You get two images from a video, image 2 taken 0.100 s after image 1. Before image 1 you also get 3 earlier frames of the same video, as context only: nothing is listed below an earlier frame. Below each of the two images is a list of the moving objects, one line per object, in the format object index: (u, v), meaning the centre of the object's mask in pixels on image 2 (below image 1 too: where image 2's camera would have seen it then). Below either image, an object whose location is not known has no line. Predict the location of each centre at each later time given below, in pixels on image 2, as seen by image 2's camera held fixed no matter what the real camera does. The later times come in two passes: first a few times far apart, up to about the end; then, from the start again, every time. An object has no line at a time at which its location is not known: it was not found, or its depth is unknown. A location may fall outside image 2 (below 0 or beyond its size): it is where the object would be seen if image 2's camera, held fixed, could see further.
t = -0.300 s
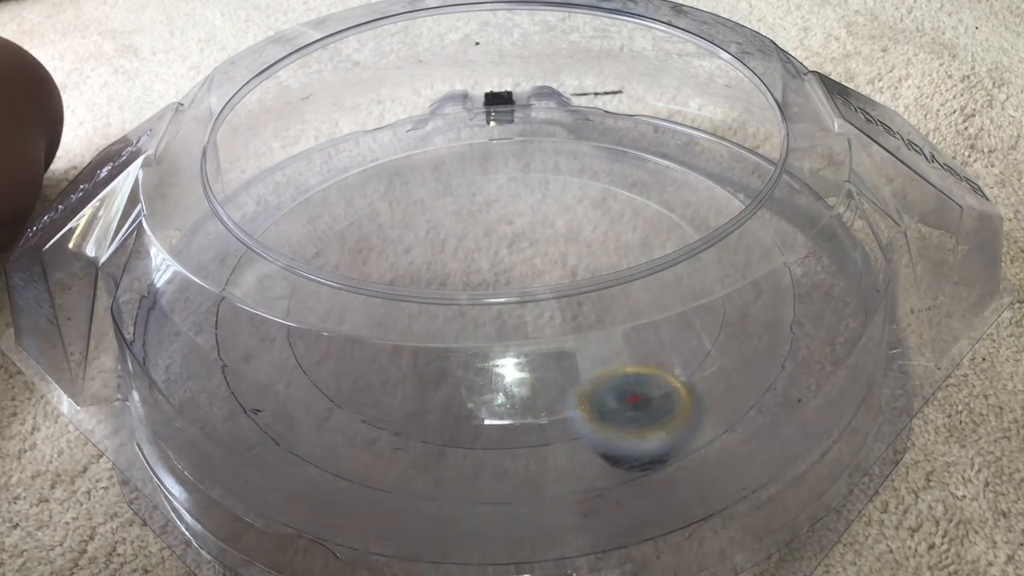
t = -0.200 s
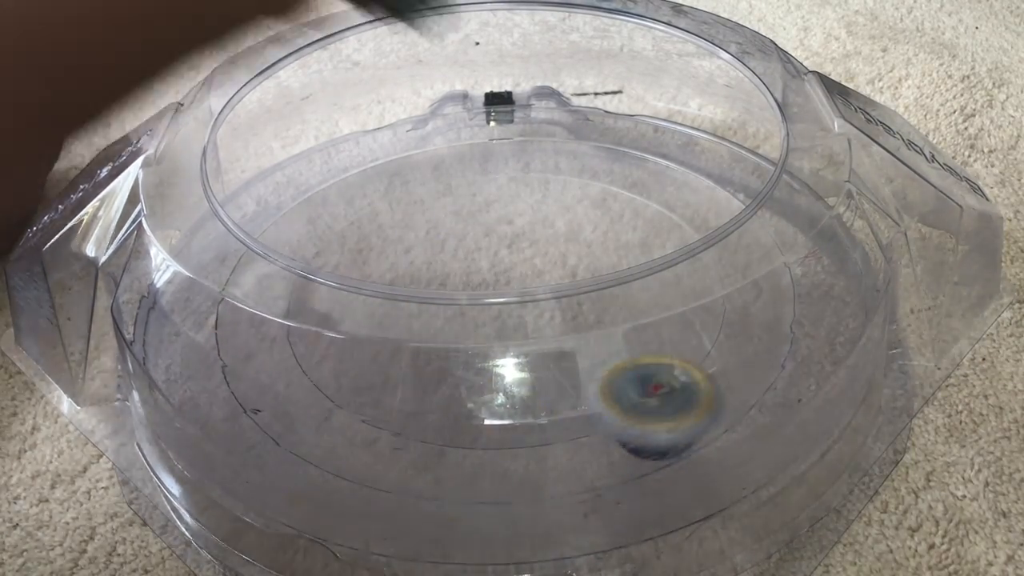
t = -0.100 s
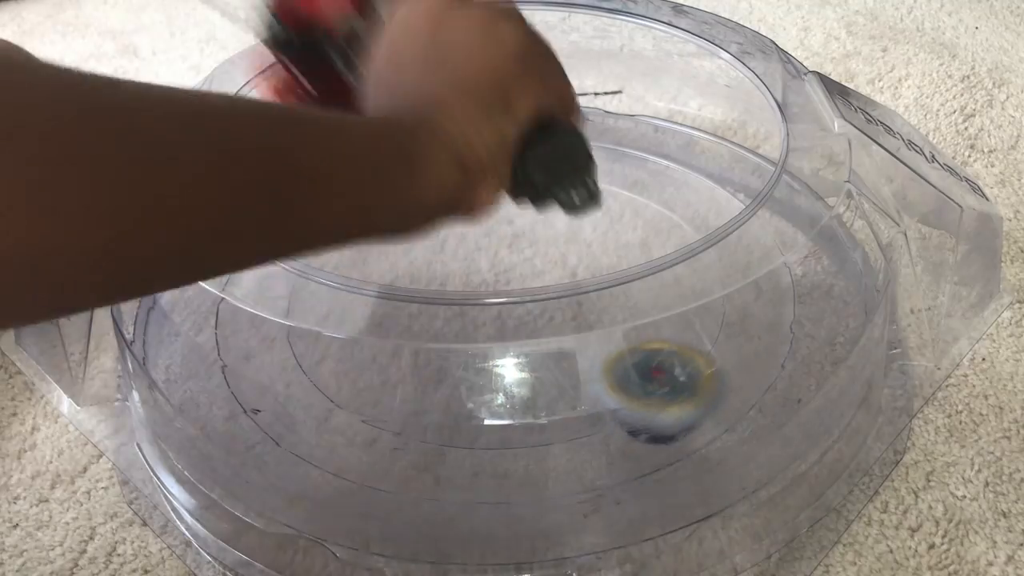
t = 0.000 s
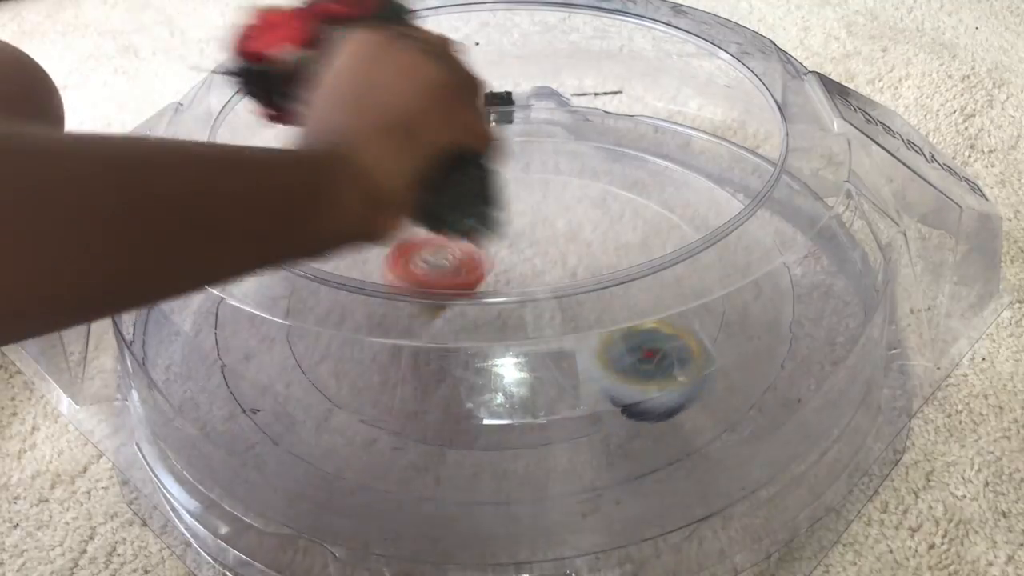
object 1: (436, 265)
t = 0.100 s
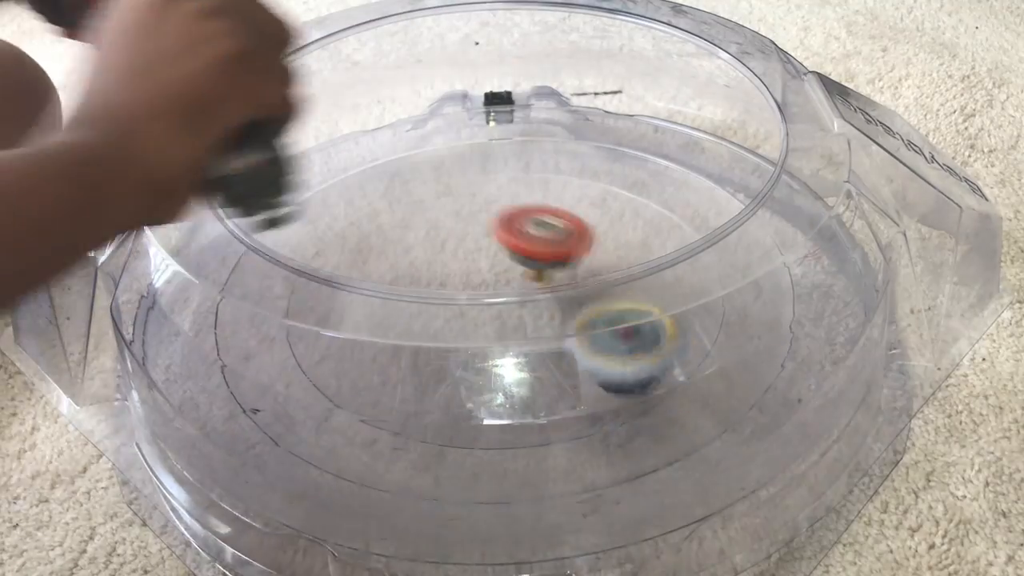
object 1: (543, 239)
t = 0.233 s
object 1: (632, 216)
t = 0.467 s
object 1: (600, 227)
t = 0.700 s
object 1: (457, 265)
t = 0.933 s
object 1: (631, 260)
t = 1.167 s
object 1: (594, 241)
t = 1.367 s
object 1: (487, 246)
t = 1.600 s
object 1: (561, 283)
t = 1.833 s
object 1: (633, 239)
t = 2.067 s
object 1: (617, 231)
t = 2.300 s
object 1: (541, 258)
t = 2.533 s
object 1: (554, 332)
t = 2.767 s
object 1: (598, 327)
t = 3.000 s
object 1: (550, 297)
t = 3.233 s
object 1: (418, 319)
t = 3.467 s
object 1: (417, 338)
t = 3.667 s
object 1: (446, 340)
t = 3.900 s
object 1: (474, 289)
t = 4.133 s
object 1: (339, 246)
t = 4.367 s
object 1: (322, 240)
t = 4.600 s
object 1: (404, 252)
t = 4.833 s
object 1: (530, 252)
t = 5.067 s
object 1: (573, 251)
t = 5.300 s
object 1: (558, 281)
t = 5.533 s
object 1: (549, 331)
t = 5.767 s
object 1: (556, 333)
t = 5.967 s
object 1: (513, 329)
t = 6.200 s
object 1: (461, 324)
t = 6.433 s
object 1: (447, 275)
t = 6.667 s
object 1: (480, 254)
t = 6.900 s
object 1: (508, 252)
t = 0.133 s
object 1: (573, 236)
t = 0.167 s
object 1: (598, 229)
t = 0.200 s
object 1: (617, 220)
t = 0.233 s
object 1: (632, 216)
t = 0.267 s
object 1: (642, 213)
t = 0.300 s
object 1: (646, 211)
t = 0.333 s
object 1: (646, 211)
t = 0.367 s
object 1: (640, 212)
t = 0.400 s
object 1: (631, 217)
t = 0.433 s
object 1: (616, 222)
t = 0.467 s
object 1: (600, 227)
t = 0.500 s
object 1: (578, 235)
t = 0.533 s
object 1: (554, 244)
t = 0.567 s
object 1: (528, 251)
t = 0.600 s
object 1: (501, 257)
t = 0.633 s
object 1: (474, 261)
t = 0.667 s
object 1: (452, 263)
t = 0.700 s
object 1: (457, 265)
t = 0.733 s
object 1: (488, 269)
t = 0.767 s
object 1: (521, 277)
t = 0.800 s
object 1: (551, 276)
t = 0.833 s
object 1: (578, 271)
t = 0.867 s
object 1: (600, 267)
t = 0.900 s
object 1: (619, 265)
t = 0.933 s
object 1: (631, 260)
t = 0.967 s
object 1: (640, 256)
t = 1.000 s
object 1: (642, 250)
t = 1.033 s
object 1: (640, 247)
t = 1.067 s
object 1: (631, 238)
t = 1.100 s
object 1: (623, 239)
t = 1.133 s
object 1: (609, 240)
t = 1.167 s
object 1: (594, 241)
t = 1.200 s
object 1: (576, 242)
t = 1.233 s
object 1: (556, 242)
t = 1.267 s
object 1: (536, 241)
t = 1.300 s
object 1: (517, 242)
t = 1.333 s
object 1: (500, 243)
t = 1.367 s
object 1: (487, 246)
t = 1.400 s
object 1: (476, 253)
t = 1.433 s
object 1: (469, 258)
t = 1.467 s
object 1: (468, 264)
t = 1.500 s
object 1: (482, 268)
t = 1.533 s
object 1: (509, 277)
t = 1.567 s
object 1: (535, 281)
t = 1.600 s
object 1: (561, 283)
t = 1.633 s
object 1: (583, 281)
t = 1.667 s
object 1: (603, 276)
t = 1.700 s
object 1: (617, 270)
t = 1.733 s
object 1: (629, 263)
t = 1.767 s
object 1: (635, 255)
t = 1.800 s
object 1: (634, 242)
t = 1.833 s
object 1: (633, 239)
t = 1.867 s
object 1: (629, 237)
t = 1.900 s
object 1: (622, 236)
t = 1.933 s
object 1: (613, 236)
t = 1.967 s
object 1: (613, 229)
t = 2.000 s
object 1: (617, 230)
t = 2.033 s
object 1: (619, 231)
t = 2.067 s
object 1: (617, 231)
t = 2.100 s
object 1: (613, 233)
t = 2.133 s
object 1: (605, 236)
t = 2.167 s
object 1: (596, 239)
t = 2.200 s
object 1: (584, 244)
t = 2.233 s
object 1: (570, 249)
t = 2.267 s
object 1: (555, 254)
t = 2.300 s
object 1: (541, 258)
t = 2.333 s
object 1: (527, 264)
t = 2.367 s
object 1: (515, 269)
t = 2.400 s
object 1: (517, 291)
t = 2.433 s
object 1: (524, 308)
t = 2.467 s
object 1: (534, 323)
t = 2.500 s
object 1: (543, 328)
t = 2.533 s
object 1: (554, 332)
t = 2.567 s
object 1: (563, 336)
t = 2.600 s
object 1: (572, 337)
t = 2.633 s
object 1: (580, 336)
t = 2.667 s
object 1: (587, 335)
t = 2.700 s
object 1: (593, 332)
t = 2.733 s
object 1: (596, 330)
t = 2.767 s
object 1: (598, 327)
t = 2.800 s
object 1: (598, 324)
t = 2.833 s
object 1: (596, 321)
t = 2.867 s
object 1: (592, 318)
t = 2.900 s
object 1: (586, 316)
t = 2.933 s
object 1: (576, 305)
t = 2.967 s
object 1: (563, 299)
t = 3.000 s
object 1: (550, 297)
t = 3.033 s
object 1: (531, 288)
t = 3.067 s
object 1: (512, 285)
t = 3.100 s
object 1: (490, 290)
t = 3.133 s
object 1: (466, 294)
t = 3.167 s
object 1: (449, 304)
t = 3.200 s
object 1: (434, 308)
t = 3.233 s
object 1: (418, 319)
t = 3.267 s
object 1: (412, 320)
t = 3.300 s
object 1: (410, 322)
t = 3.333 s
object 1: (409, 325)
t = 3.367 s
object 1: (410, 329)
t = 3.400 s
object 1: (411, 332)
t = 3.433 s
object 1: (413, 335)
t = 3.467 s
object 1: (417, 338)
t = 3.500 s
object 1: (421, 340)
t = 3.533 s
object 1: (425, 342)
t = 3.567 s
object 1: (429, 342)
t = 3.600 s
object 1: (434, 341)
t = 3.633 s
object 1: (440, 340)
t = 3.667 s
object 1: (446, 340)
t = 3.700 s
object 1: (452, 337)
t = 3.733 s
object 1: (459, 333)
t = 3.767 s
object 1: (466, 327)
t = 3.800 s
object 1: (473, 322)
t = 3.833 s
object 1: (478, 311)
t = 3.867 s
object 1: (483, 304)
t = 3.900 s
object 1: (474, 289)
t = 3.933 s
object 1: (437, 273)
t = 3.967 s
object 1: (414, 267)
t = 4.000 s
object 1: (394, 261)
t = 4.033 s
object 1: (377, 256)
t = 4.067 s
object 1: (362, 252)
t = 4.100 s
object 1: (350, 249)
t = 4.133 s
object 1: (339, 246)
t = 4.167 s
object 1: (331, 243)
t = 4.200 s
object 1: (324, 241)
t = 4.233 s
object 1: (319, 240)
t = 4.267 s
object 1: (317, 239)
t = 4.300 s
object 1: (316, 239)
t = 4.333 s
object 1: (318, 239)
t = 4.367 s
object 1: (322, 240)
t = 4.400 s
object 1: (328, 242)
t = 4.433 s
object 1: (337, 243)
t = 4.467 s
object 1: (347, 245)
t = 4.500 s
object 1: (359, 247)
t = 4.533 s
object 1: (373, 249)
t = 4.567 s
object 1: (387, 250)
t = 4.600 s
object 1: (404, 252)
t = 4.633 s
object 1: (422, 253)
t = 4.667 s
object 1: (442, 254)
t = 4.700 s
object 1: (460, 254)
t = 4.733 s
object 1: (479, 254)
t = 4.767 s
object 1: (497, 255)
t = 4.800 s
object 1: (515, 253)
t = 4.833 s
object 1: (530, 252)
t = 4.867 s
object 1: (542, 251)
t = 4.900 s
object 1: (553, 250)
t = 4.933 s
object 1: (562, 250)
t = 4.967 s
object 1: (568, 249)
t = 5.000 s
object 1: (572, 249)
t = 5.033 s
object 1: (573, 250)
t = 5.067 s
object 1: (573, 251)
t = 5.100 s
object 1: (572, 253)
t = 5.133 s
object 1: (576, 253)
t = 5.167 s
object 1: (578, 262)
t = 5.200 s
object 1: (577, 265)
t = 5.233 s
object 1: (572, 268)
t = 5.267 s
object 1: (565, 274)
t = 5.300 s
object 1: (558, 281)
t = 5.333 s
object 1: (548, 284)
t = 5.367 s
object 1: (537, 289)
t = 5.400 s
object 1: (527, 288)
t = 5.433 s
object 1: (533, 311)
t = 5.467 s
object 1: (538, 320)
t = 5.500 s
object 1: (544, 331)
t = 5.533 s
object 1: (549, 331)
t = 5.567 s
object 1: (553, 334)
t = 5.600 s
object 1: (557, 336)
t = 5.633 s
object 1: (559, 337)
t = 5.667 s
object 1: (561, 337)
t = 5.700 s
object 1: (561, 336)
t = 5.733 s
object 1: (559, 335)
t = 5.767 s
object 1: (556, 333)
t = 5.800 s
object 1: (551, 332)
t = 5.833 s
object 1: (543, 328)
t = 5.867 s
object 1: (533, 326)
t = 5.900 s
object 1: (524, 325)
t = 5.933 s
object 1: (519, 328)
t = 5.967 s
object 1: (513, 329)
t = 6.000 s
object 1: (505, 331)
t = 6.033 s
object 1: (499, 333)
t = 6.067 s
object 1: (489, 334)
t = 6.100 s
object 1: (481, 330)
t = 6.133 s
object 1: (476, 329)
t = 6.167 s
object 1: (470, 328)
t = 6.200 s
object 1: (461, 324)
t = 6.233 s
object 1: (455, 322)
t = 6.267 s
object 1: (451, 322)
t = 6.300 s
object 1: (445, 307)
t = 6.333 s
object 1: (454, 292)
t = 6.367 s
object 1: (462, 282)
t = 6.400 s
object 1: (453, 280)
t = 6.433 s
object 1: (447, 275)
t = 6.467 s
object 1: (448, 269)
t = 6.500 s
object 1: (451, 265)
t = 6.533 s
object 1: (454, 260)
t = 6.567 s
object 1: (460, 255)
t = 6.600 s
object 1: (466, 256)
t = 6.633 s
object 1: (473, 253)
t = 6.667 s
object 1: (480, 254)
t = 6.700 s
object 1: (487, 253)
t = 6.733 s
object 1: (493, 257)
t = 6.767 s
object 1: (499, 255)
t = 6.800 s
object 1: (503, 253)
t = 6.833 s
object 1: (506, 254)
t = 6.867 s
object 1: (507, 253)
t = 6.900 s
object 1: (508, 252)
